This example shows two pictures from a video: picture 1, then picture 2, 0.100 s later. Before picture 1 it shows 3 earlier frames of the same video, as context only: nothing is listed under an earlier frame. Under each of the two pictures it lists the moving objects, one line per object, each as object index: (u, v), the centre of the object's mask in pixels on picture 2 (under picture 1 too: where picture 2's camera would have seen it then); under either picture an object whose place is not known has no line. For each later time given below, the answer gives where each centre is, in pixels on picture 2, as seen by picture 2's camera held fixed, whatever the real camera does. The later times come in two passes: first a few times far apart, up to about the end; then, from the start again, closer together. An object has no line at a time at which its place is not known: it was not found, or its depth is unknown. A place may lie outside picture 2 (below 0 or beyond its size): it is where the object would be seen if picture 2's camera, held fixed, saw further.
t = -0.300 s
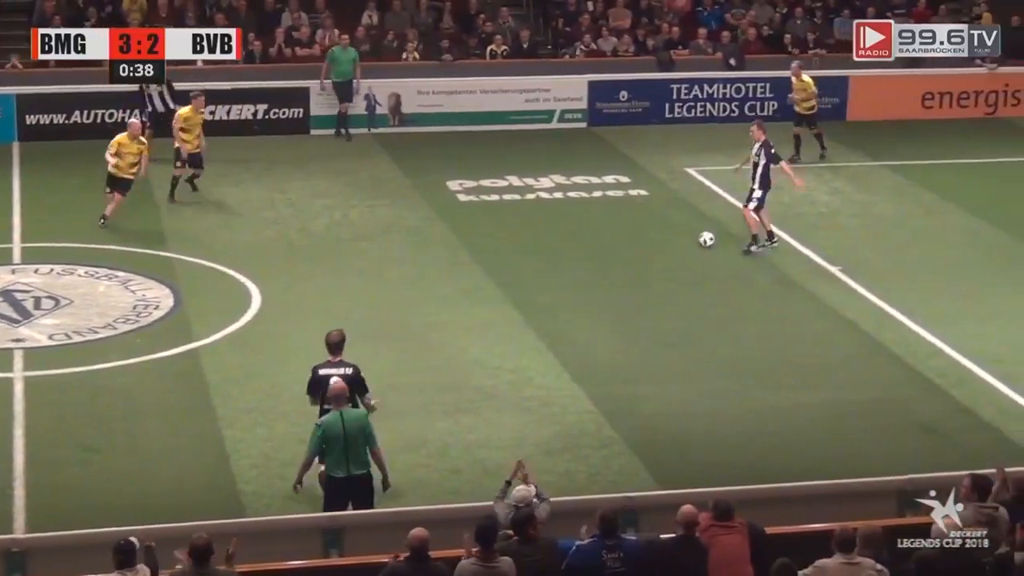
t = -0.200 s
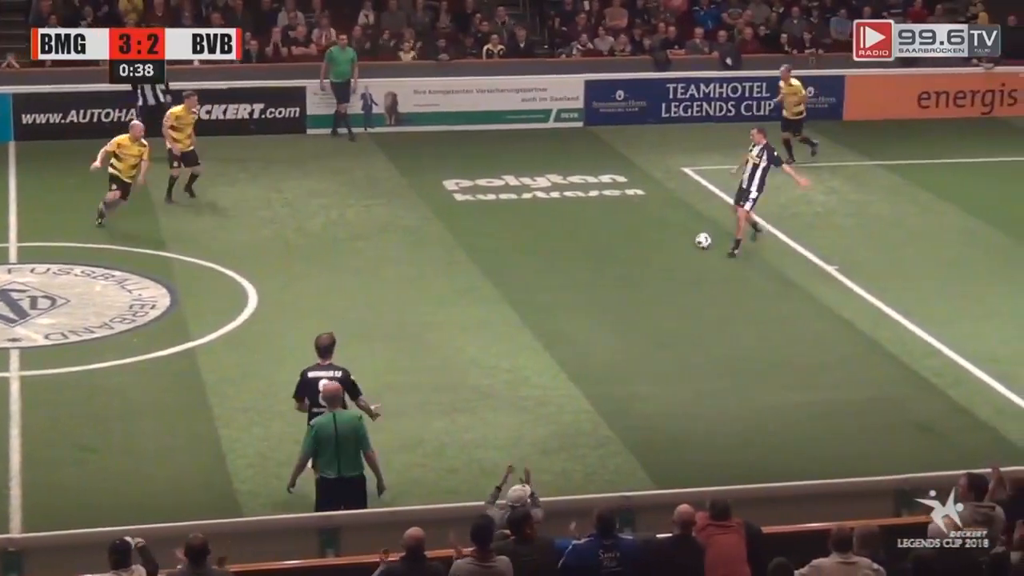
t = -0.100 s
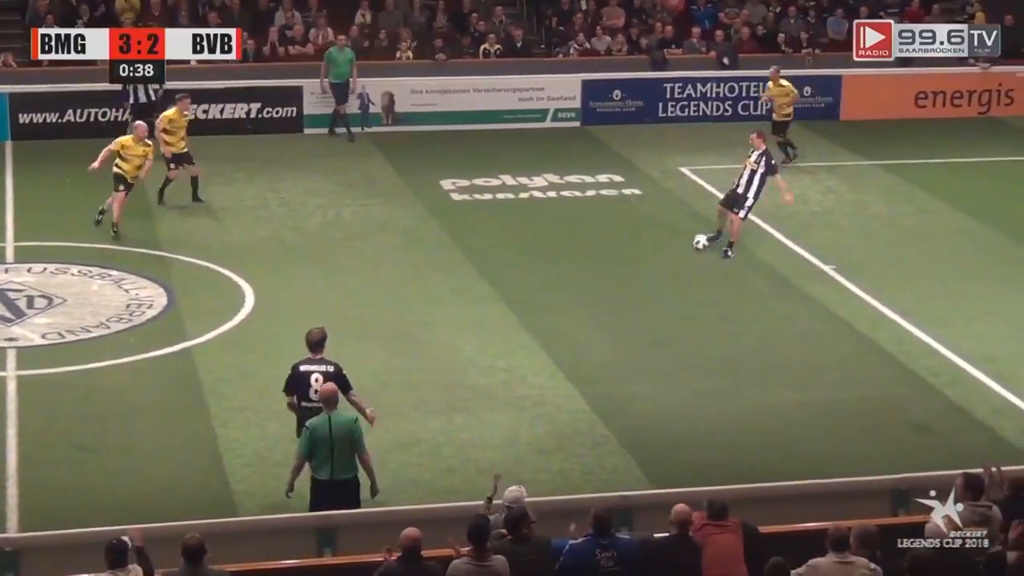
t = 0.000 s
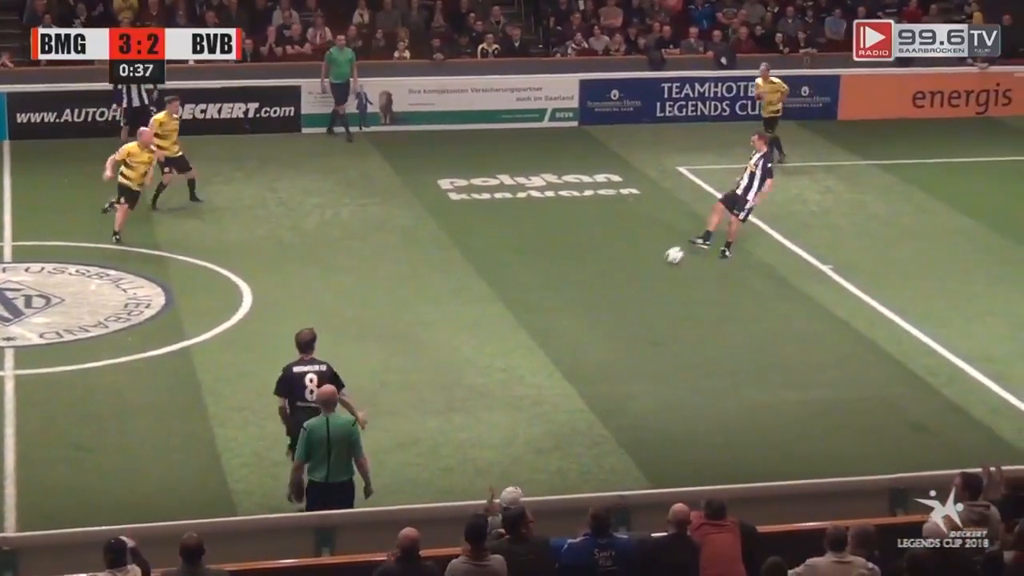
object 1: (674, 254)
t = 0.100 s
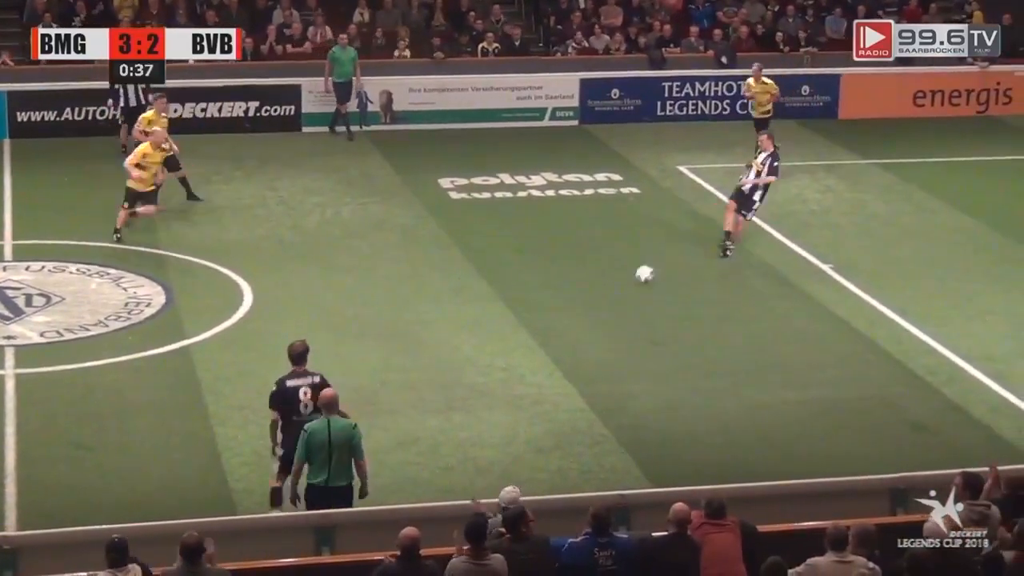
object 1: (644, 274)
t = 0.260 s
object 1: (597, 303)
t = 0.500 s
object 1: (530, 346)
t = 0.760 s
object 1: (461, 391)
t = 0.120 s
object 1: (639, 277)
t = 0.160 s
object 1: (626, 284)
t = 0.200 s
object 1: (614, 292)
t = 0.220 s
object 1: (608, 296)
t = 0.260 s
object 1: (597, 303)
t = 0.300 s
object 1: (585, 311)
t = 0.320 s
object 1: (580, 315)
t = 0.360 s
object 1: (568, 321)
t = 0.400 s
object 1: (557, 328)
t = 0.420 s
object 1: (551, 332)
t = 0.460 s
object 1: (540, 340)
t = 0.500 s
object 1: (530, 346)
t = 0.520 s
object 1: (525, 349)
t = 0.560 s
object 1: (514, 357)
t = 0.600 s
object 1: (504, 364)
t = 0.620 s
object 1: (498, 368)
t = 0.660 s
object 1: (488, 373)
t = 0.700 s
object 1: (477, 381)
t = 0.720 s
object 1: (472, 384)
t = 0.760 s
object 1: (461, 391)
